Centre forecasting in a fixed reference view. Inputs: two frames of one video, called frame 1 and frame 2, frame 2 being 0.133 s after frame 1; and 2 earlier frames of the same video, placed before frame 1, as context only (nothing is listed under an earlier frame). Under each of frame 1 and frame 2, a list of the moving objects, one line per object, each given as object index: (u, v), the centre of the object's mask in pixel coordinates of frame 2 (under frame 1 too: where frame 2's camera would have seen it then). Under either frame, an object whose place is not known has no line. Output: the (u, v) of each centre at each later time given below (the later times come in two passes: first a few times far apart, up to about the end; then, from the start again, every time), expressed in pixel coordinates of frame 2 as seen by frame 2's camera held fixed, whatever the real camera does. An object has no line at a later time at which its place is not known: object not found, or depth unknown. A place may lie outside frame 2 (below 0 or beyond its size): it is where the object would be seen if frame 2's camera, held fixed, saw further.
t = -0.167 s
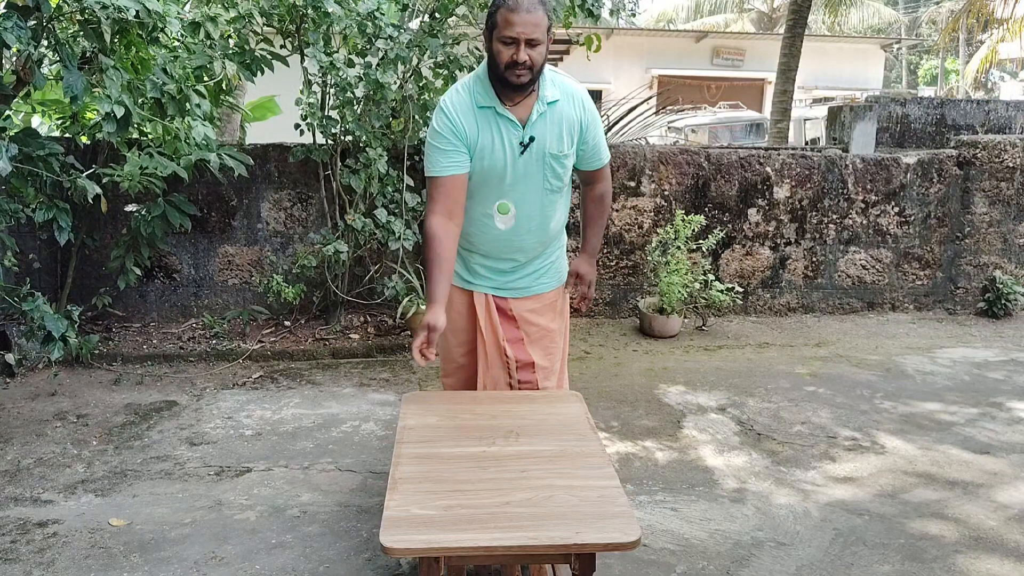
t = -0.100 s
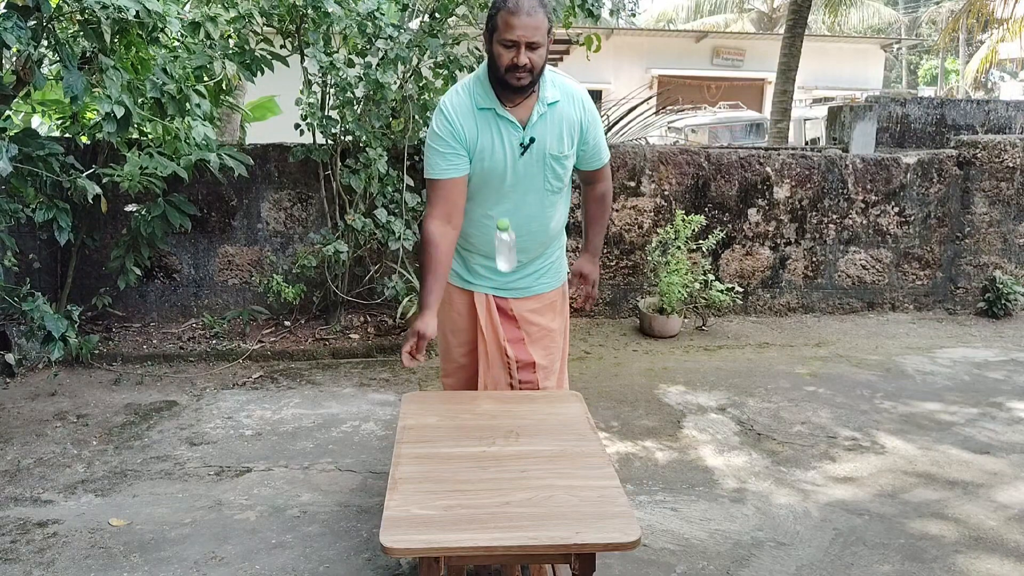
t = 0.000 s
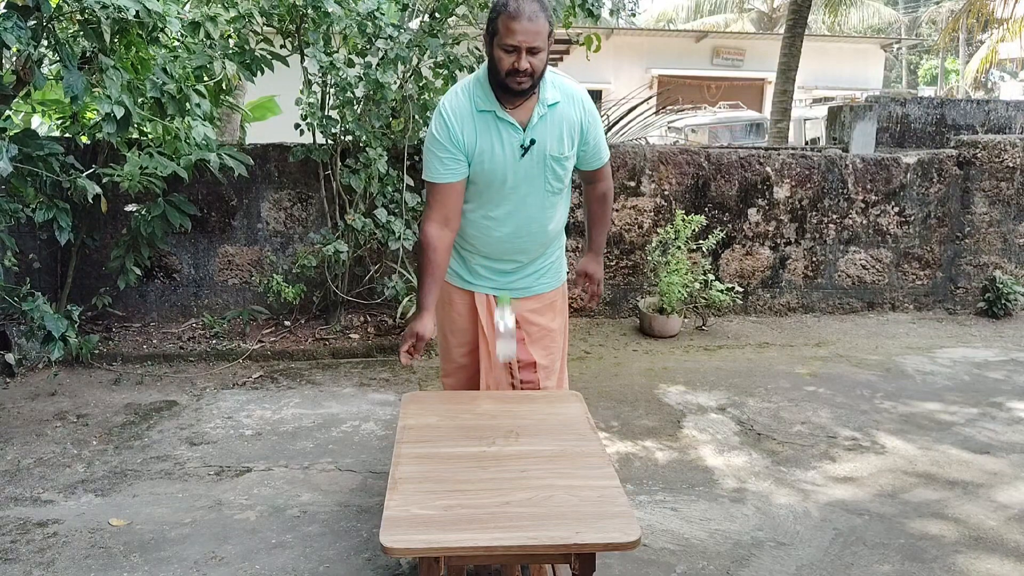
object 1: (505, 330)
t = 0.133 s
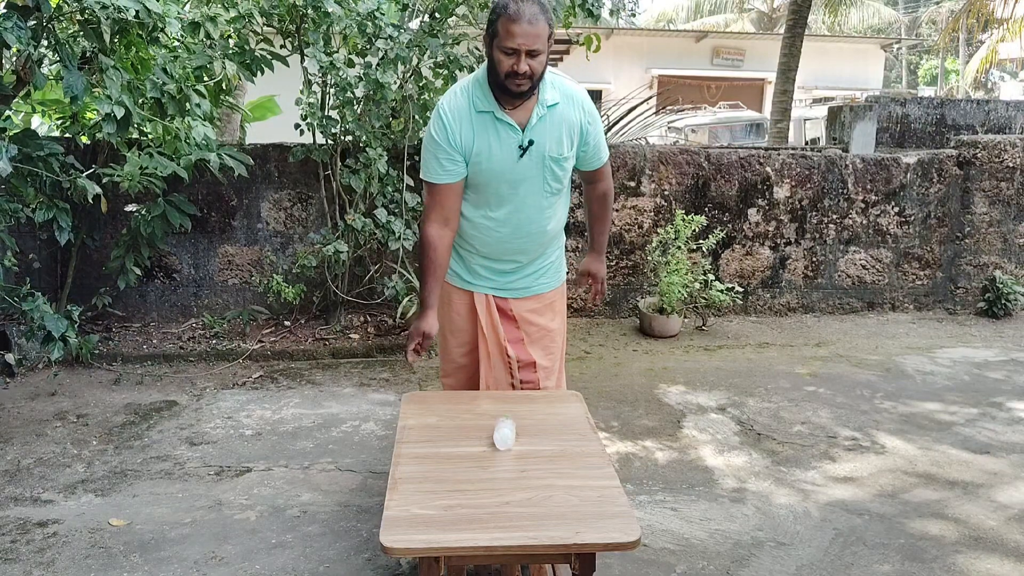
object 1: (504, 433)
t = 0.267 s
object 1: (507, 434)
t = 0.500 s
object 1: (508, 433)
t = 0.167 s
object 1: (505, 433)
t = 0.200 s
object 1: (505, 433)
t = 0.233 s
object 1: (506, 433)
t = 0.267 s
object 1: (507, 434)
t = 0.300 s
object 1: (507, 433)
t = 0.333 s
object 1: (508, 434)
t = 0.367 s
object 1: (508, 434)
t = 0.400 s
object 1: (508, 433)
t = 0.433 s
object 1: (508, 434)
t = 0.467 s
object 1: (508, 433)
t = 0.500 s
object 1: (508, 433)
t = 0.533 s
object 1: (508, 434)
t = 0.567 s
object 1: (507, 434)
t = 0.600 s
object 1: (507, 434)
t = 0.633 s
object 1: (507, 434)
